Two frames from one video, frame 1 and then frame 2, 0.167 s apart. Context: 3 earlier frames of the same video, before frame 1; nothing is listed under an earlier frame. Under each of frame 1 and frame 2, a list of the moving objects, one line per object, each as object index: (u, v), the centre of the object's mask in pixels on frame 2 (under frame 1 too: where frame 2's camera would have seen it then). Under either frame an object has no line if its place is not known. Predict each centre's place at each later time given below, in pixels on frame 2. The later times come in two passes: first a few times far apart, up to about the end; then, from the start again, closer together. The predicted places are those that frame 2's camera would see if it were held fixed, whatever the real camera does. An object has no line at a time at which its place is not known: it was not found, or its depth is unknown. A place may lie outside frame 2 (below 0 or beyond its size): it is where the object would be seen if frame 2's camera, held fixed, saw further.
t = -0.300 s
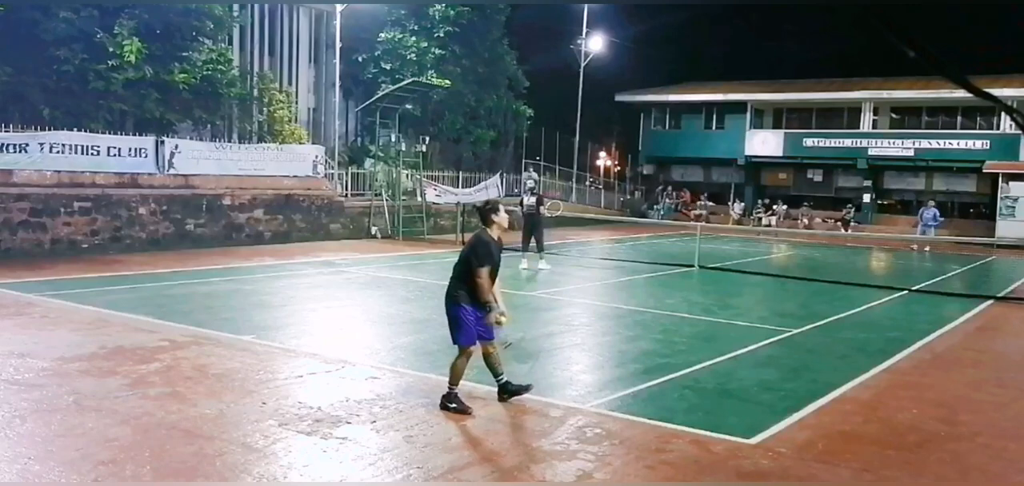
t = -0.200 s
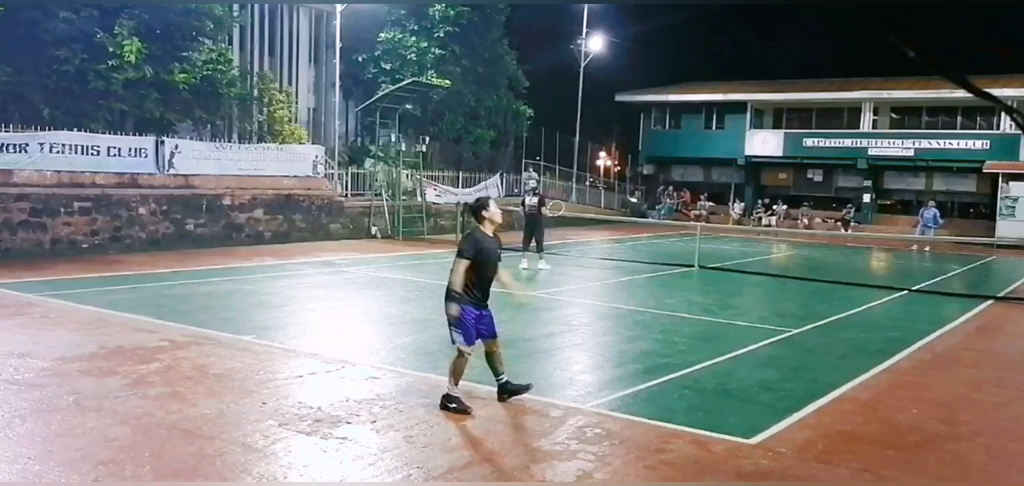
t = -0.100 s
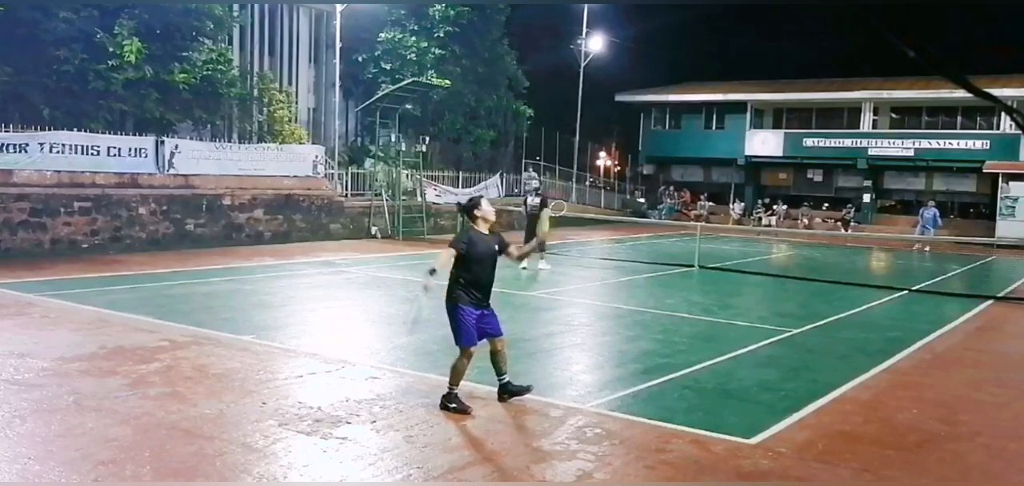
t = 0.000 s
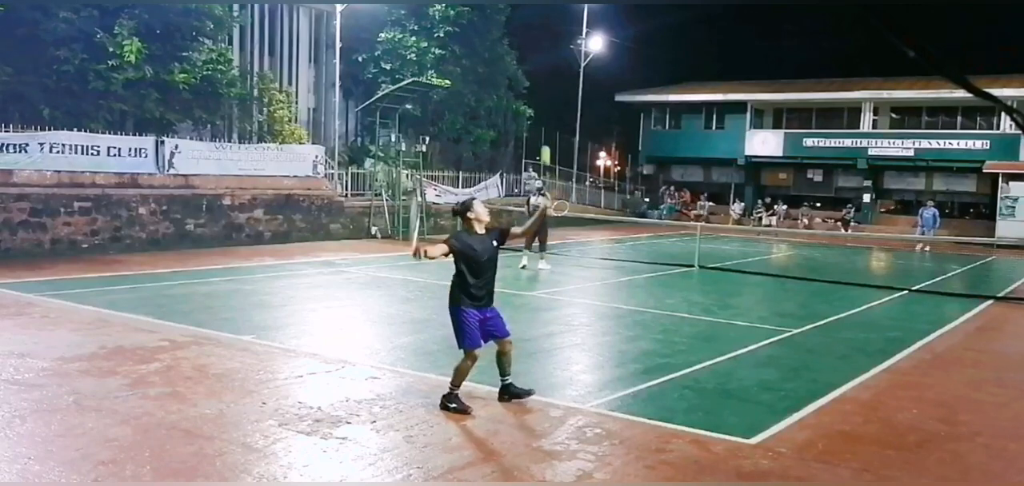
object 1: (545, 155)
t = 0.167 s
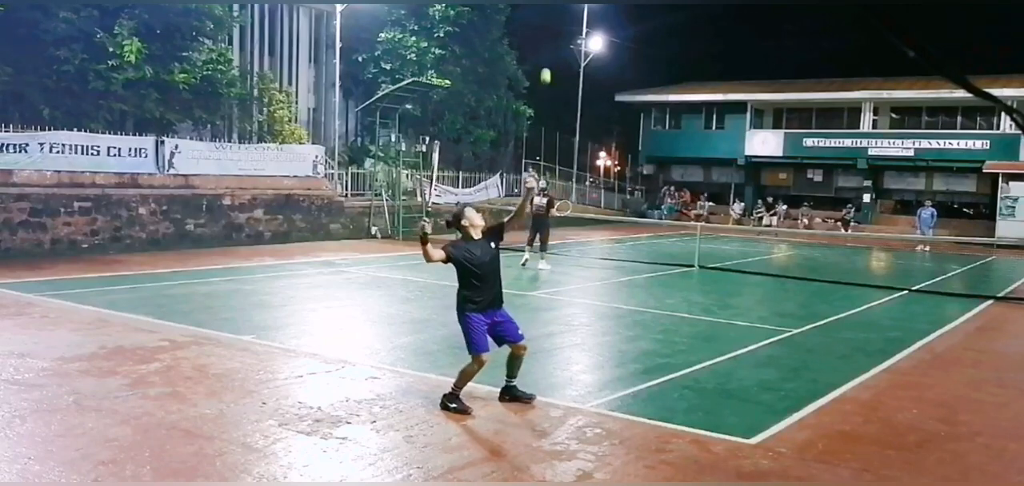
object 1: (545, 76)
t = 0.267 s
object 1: (545, 47)
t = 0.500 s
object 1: (542, 28)
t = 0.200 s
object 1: (545, 65)
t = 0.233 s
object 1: (545, 55)
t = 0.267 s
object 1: (545, 47)
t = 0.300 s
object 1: (544, 40)
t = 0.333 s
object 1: (544, 35)
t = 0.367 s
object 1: (544, 31)
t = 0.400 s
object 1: (543, 28)
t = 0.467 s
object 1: (543, 27)
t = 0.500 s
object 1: (542, 28)
